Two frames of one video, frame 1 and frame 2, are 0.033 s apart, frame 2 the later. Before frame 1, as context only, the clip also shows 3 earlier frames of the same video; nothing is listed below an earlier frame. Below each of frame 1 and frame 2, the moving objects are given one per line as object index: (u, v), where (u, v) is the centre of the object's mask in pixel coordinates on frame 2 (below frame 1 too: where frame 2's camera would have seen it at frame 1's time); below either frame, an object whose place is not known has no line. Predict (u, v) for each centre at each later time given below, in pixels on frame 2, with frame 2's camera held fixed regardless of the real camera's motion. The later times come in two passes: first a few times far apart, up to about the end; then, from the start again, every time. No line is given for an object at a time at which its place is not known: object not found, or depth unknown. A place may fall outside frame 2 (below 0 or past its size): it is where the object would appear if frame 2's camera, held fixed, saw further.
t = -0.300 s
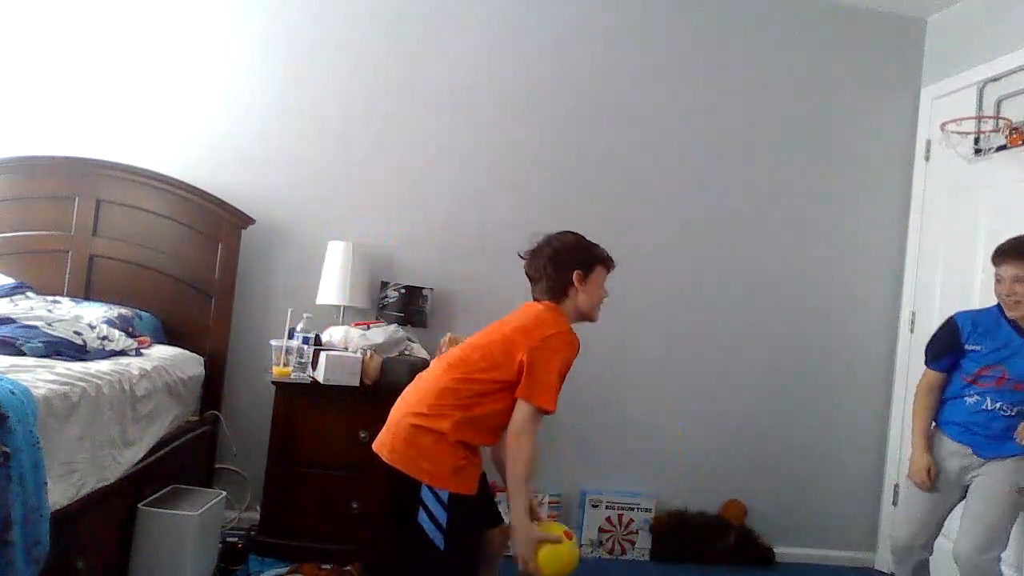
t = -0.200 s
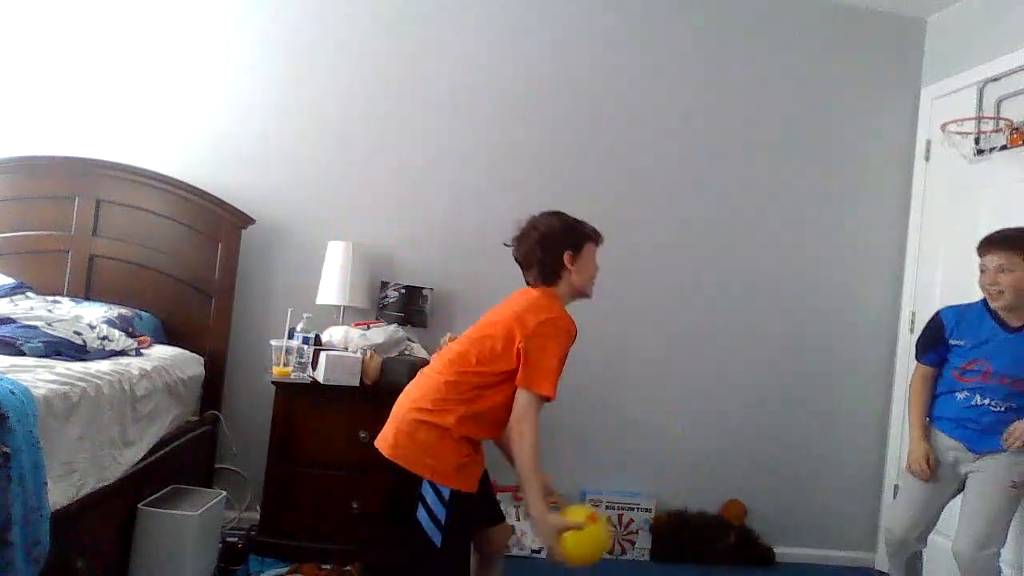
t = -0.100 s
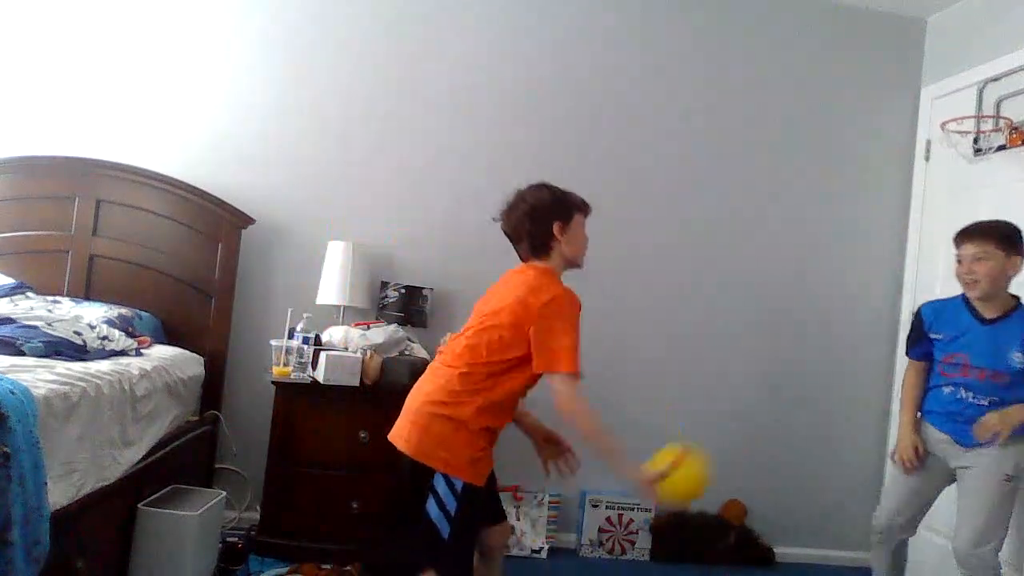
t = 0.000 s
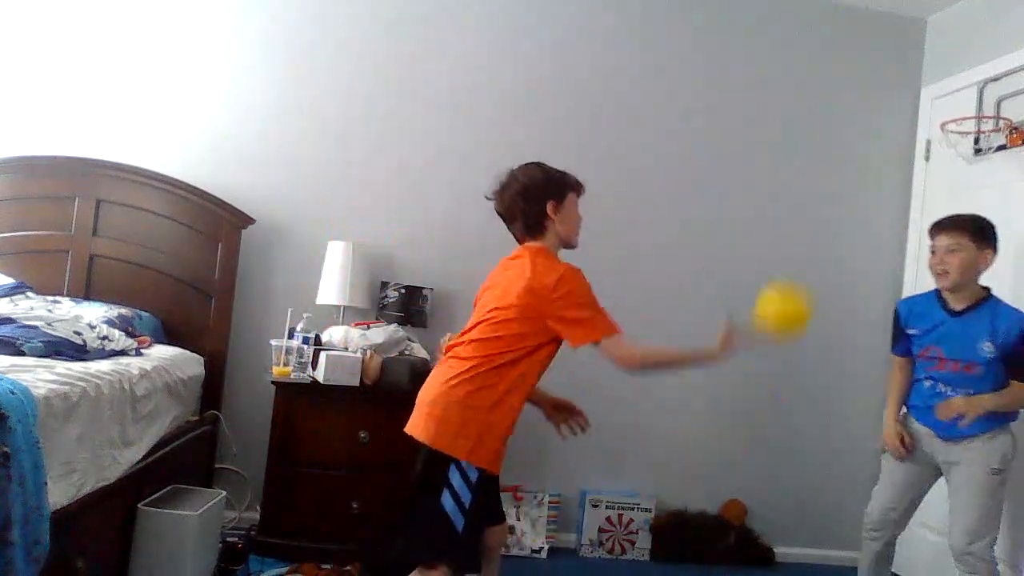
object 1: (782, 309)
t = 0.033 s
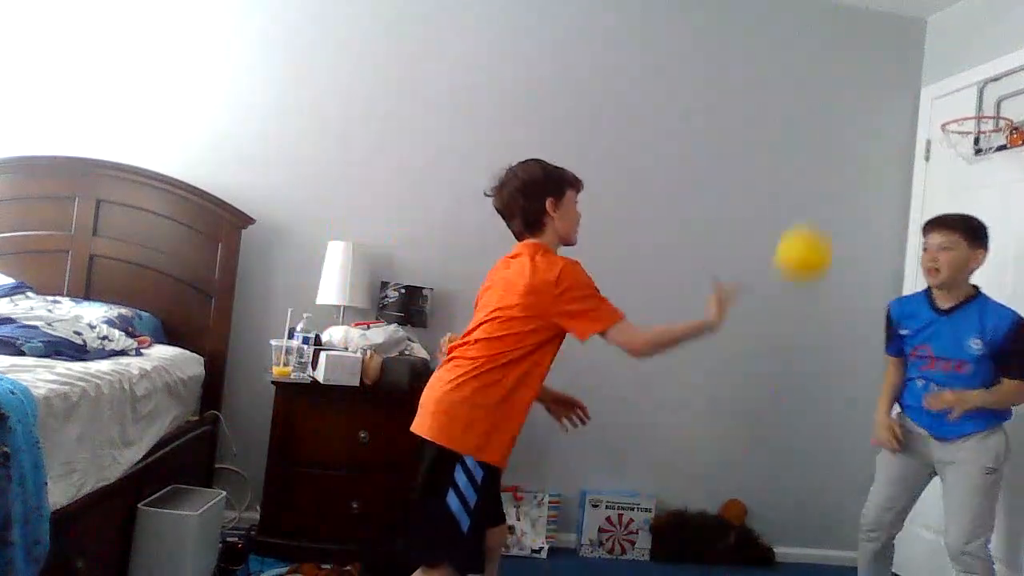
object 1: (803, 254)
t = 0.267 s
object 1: (898, 35)
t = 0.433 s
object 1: (943, 15)
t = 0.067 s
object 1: (819, 205)
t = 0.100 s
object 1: (836, 163)
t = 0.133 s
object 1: (850, 127)
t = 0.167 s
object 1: (864, 96)
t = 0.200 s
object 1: (876, 71)
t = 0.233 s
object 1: (888, 50)
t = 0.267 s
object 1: (898, 35)
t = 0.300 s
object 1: (908, 23)
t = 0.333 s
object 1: (918, 18)
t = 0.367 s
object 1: (927, 15)
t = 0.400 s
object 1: (935, 14)
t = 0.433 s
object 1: (943, 15)
